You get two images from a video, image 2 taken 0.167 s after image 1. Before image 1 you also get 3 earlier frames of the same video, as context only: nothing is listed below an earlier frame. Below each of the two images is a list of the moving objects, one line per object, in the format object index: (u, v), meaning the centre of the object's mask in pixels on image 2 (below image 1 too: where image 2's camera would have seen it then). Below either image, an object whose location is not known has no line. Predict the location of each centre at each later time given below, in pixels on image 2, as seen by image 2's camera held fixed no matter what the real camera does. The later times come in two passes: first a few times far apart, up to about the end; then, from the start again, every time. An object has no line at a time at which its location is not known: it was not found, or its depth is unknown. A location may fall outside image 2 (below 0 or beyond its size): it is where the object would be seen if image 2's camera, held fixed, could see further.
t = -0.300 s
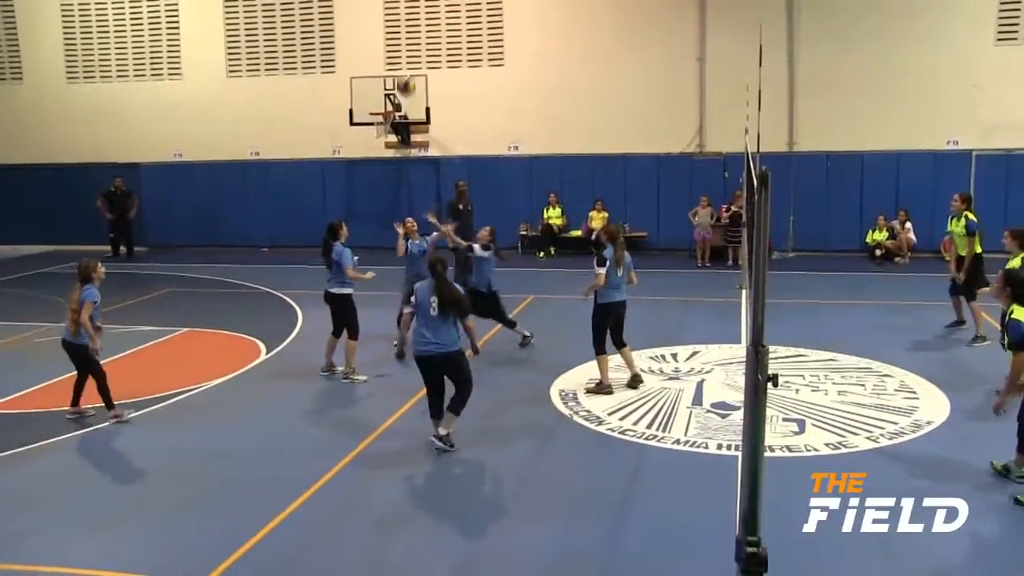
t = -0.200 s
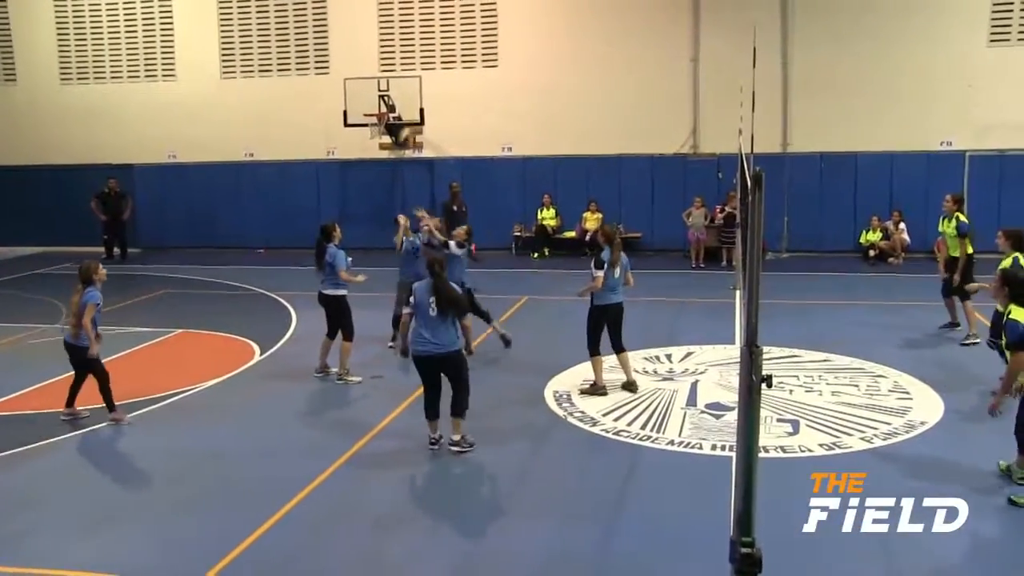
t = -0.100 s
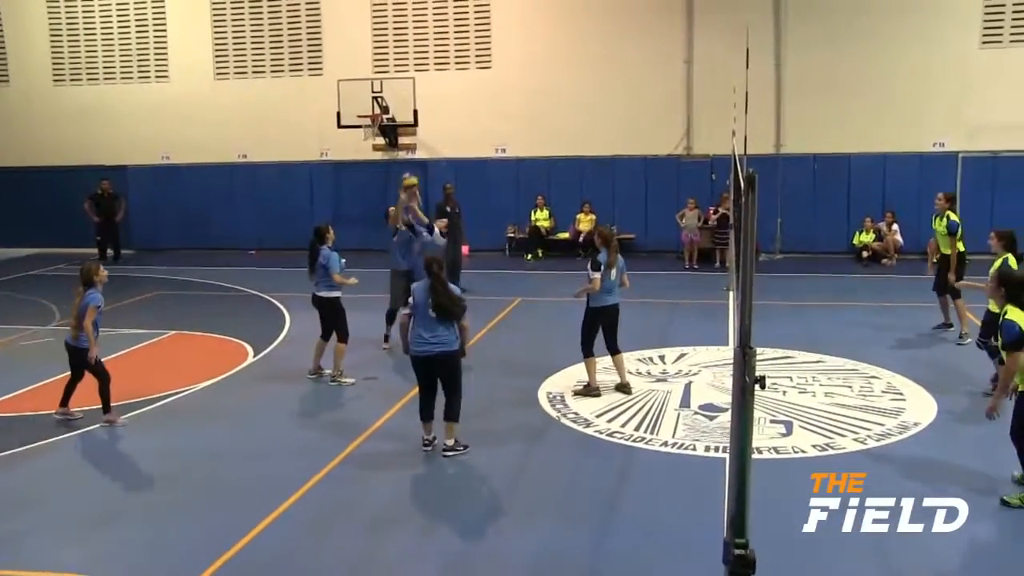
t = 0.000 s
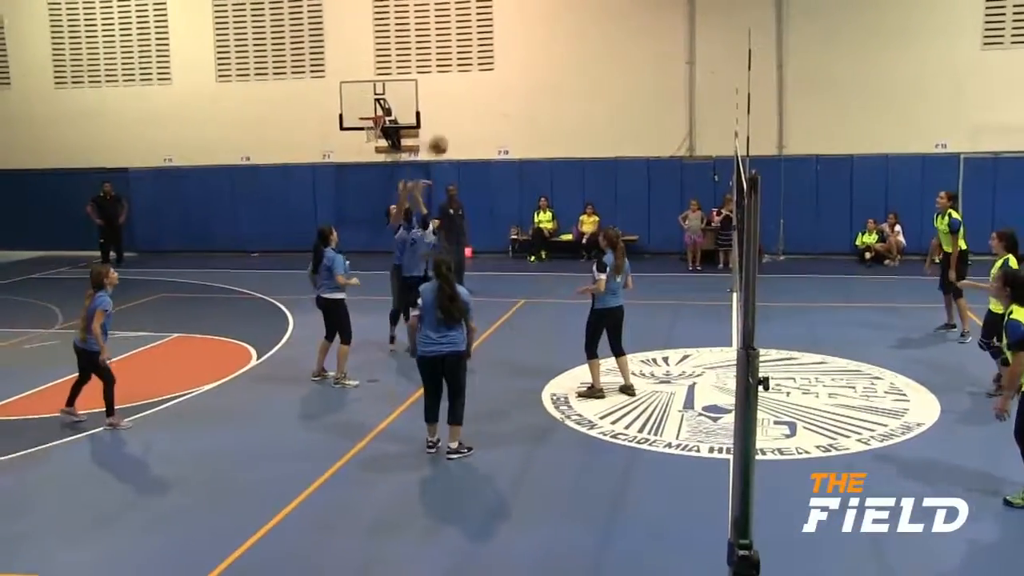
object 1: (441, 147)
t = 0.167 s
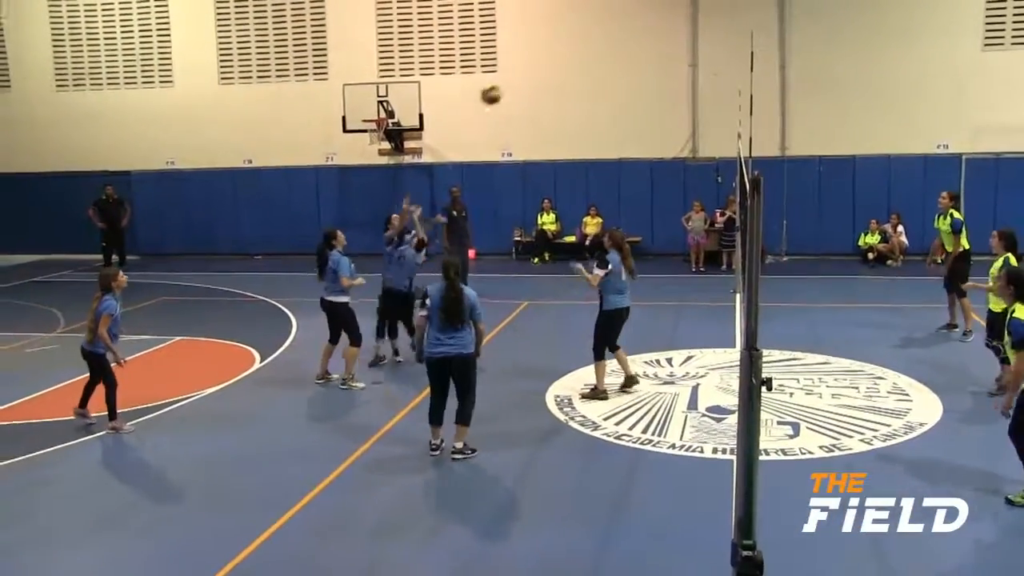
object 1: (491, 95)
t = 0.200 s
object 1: (501, 87)
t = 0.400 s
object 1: (569, 58)
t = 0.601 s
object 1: (647, 73)
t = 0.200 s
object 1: (501, 87)
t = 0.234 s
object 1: (512, 80)
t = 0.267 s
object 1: (522, 74)
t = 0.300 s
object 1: (534, 68)
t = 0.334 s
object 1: (545, 63)
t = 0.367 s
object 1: (558, 60)
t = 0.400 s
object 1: (569, 58)
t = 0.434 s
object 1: (582, 57)
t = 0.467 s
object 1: (594, 58)
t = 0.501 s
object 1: (607, 59)
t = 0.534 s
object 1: (620, 63)
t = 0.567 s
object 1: (633, 67)
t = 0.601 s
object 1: (647, 73)
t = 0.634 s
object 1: (660, 81)
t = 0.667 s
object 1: (673, 89)
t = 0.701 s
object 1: (687, 99)
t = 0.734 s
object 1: (701, 110)
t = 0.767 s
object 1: (716, 124)
